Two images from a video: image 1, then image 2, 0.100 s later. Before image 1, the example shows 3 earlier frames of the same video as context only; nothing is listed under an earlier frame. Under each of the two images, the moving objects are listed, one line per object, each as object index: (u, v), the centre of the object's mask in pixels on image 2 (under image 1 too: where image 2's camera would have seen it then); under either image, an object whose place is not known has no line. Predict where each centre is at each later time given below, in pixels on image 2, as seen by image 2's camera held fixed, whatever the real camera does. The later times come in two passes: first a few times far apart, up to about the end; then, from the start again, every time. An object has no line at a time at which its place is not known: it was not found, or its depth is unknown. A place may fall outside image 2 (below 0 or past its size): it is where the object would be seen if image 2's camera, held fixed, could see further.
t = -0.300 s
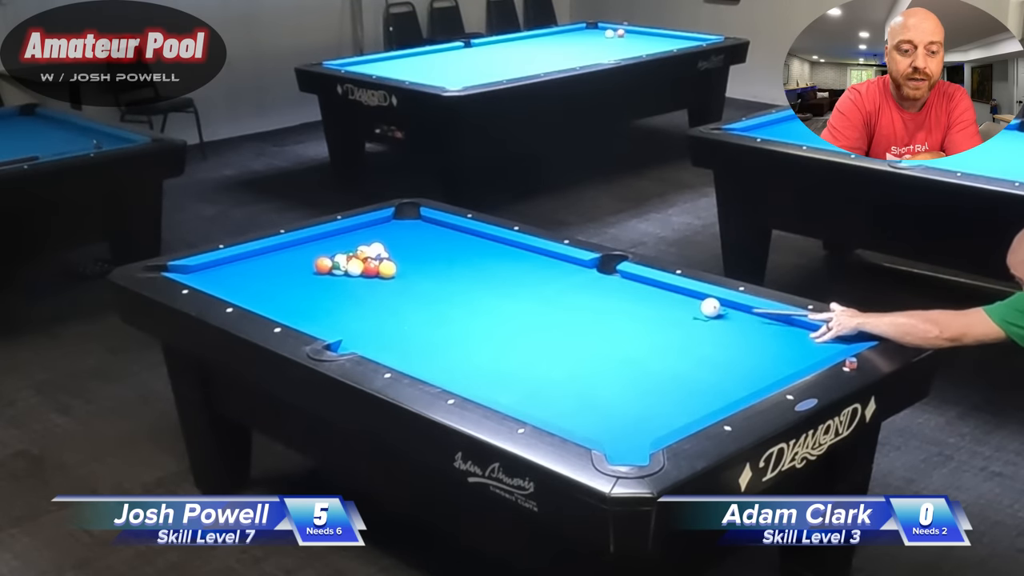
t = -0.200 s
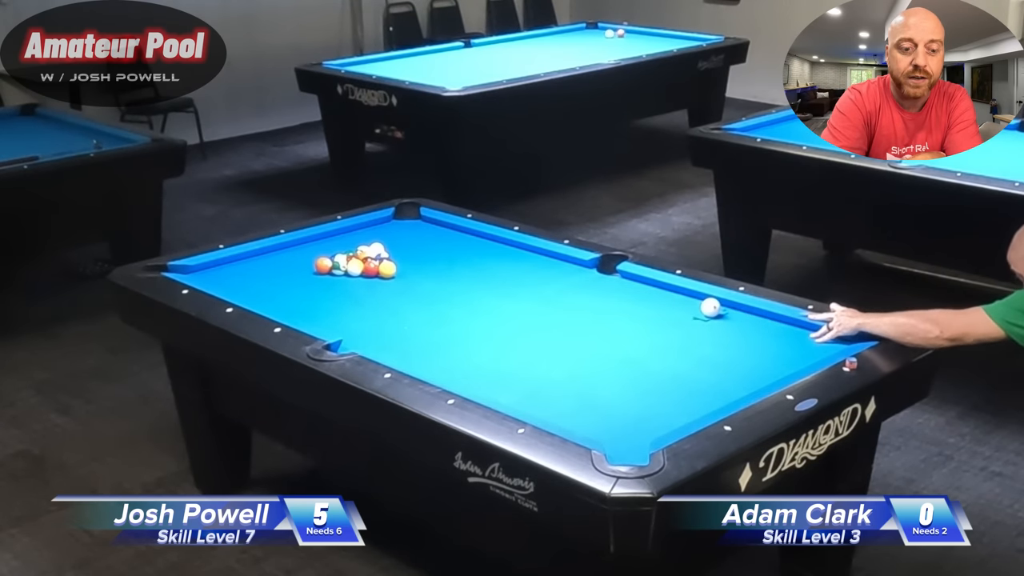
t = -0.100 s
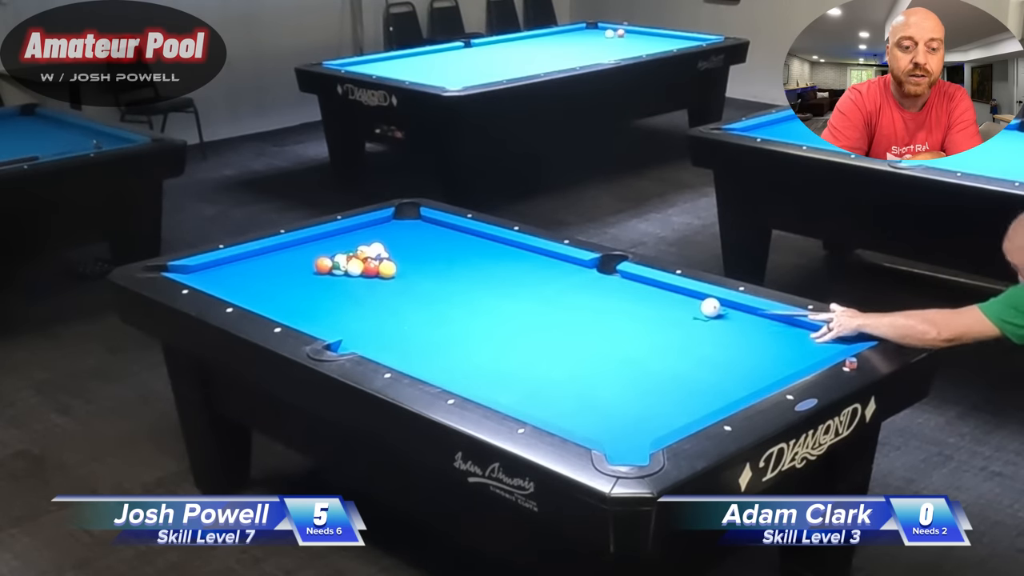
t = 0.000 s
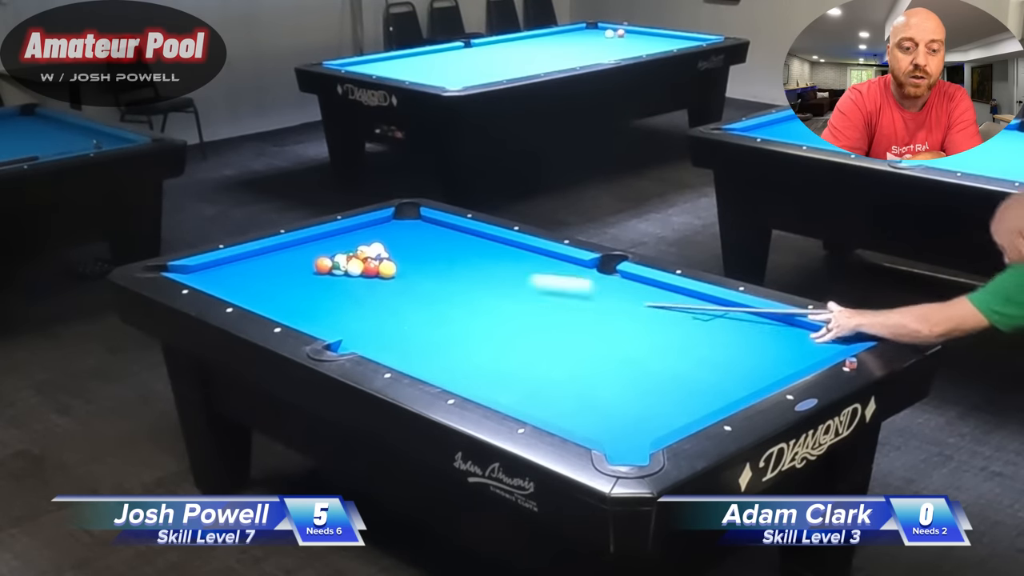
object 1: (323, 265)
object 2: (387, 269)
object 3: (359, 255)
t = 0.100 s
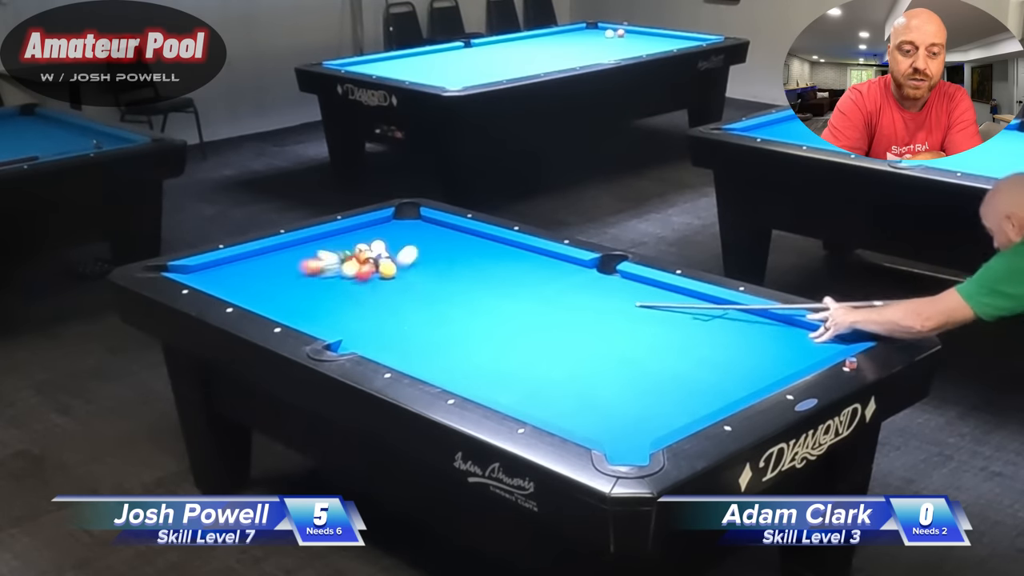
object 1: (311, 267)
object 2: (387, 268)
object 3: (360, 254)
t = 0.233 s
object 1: (242, 274)
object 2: (389, 272)
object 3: (366, 257)
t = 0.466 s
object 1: (232, 271)
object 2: (393, 276)
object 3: (366, 255)
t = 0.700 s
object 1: (268, 255)
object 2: (396, 280)
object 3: (375, 256)
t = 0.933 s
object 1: (300, 242)
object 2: (399, 284)
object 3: (380, 258)
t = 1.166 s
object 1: (333, 232)
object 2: (402, 288)
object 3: (385, 259)
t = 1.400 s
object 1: (360, 227)
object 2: (404, 291)
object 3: (389, 260)
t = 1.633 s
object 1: (385, 221)
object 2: (406, 294)
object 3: (391, 261)
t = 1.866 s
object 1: (410, 215)
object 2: (409, 296)
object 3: (393, 261)
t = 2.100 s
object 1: (406, 212)
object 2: (411, 298)
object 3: (394, 261)
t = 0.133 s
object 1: (293, 269)
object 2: (388, 270)
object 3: (364, 256)
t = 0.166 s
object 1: (274, 271)
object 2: (388, 271)
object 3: (365, 256)
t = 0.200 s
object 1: (259, 272)
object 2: (389, 271)
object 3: (366, 257)
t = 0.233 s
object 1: (242, 274)
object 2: (389, 272)
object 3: (366, 257)
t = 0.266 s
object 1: (227, 277)
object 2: (390, 272)
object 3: (366, 257)
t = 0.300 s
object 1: (214, 277)
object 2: (390, 272)
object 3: (366, 256)
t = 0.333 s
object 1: (208, 278)
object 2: (391, 273)
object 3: (366, 256)
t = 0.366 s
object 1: (215, 277)
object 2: (391, 274)
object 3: (366, 256)
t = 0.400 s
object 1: (221, 275)
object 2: (392, 274)
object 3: (366, 256)
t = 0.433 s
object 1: (226, 273)
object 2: (392, 275)
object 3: (366, 256)
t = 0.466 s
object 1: (232, 271)
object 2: (393, 276)
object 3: (366, 255)
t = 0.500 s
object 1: (237, 268)
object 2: (393, 276)
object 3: (366, 255)
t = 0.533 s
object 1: (242, 266)
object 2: (394, 277)
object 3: (366, 255)
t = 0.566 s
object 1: (248, 264)
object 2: (394, 278)
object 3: (366, 255)
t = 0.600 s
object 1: (253, 262)
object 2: (395, 277)
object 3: (366, 255)
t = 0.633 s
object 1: (258, 259)
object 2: (396, 277)
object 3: (369, 255)
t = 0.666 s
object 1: (263, 257)
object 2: (395, 278)
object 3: (373, 256)
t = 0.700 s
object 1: (268, 255)
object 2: (396, 280)
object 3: (375, 256)
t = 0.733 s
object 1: (272, 253)
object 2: (397, 280)
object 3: (376, 257)
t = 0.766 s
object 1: (277, 251)
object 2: (397, 281)
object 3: (376, 257)
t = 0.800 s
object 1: (282, 249)
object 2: (397, 282)
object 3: (377, 257)
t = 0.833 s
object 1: (286, 248)
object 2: (398, 282)
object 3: (378, 257)
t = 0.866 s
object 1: (291, 246)
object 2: (398, 283)
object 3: (379, 257)
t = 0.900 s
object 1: (296, 244)
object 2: (399, 284)
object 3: (380, 258)
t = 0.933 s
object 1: (300, 242)
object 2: (399, 284)
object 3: (380, 258)
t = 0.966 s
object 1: (304, 240)
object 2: (399, 285)
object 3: (381, 258)
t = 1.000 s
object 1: (310, 239)
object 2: (400, 285)
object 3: (382, 258)
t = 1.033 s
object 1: (313, 238)
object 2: (400, 286)
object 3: (383, 258)
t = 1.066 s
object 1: (316, 236)
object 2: (400, 286)
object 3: (383, 258)
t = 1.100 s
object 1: (321, 234)
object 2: (401, 287)
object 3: (384, 258)
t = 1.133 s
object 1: (328, 232)
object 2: (401, 287)
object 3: (385, 259)
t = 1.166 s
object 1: (333, 232)
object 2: (402, 288)
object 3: (385, 259)
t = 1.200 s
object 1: (337, 232)
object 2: (402, 288)
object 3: (386, 259)
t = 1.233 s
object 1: (340, 232)
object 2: (402, 289)
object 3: (386, 259)
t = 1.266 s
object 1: (344, 231)
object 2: (403, 289)
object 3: (387, 259)
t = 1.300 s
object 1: (348, 230)
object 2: (403, 289)
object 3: (387, 259)
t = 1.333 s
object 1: (352, 229)
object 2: (403, 290)
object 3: (388, 259)
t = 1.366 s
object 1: (356, 228)
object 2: (404, 291)
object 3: (389, 260)
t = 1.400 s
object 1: (360, 227)
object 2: (404, 291)
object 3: (389, 260)
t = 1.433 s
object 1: (364, 226)
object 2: (404, 291)
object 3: (390, 260)
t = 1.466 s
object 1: (367, 225)
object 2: (405, 292)
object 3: (390, 260)
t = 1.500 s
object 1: (371, 224)
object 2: (405, 292)
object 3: (390, 260)
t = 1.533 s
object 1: (374, 223)
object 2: (406, 293)
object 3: (390, 260)
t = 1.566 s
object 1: (378, 222)
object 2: (406, 293)
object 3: (391, 260)
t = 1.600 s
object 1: (382, 222)
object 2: (406, 294)
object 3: (391, 261)
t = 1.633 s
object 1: (385, 221)
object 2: (406, 294)
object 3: (391, 261)
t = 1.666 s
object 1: (389, 220)
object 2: (406, 294)
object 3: (392, 261)
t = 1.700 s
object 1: (392, 219)
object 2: (407, 294)
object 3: (392, 261)
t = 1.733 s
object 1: (396, 218)
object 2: (407, 295)
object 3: (392, 261)
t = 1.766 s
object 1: (399, 217)
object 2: (407, 295)
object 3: (392, 261)
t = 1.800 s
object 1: (403, 216)
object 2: (408, 295)
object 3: (393, 261)
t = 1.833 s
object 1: (406, 215)
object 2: (408, 296)
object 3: (393, 261)
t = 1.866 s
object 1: (410, 215)
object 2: (409, 296)
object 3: (393, 261)
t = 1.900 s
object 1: (412, 214)
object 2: (409, 296)
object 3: (393, 261)
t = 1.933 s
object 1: (412, 214)
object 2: (409, 296)
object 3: (393, 261)
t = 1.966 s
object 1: (411, 213)
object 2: (409, 297)
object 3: (393, 261)
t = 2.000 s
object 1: (410, 213)
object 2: (410, 298)
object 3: (393, 261)
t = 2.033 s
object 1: (408, 213)
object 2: (410, 298)
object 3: (393, 261)
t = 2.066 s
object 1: (407, 212)
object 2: (410, 298)
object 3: (394, 262)
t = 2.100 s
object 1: (406, 212)
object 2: (411, 298)
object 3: (394, 261)
